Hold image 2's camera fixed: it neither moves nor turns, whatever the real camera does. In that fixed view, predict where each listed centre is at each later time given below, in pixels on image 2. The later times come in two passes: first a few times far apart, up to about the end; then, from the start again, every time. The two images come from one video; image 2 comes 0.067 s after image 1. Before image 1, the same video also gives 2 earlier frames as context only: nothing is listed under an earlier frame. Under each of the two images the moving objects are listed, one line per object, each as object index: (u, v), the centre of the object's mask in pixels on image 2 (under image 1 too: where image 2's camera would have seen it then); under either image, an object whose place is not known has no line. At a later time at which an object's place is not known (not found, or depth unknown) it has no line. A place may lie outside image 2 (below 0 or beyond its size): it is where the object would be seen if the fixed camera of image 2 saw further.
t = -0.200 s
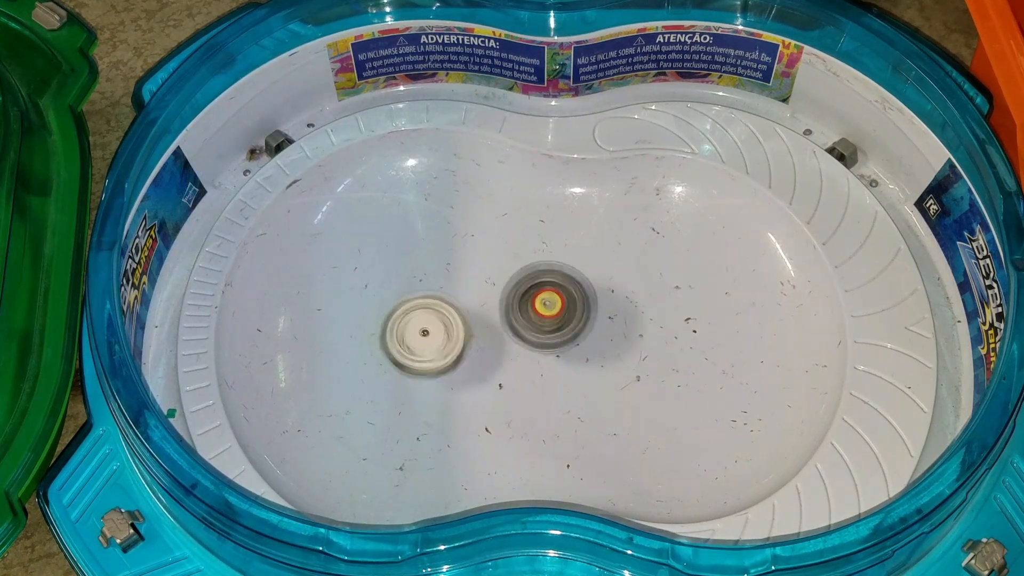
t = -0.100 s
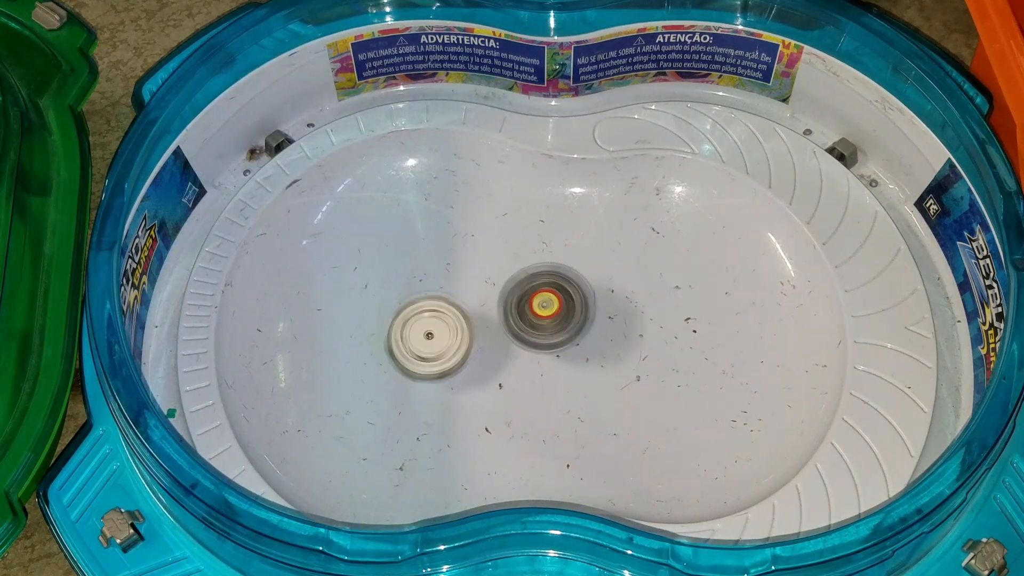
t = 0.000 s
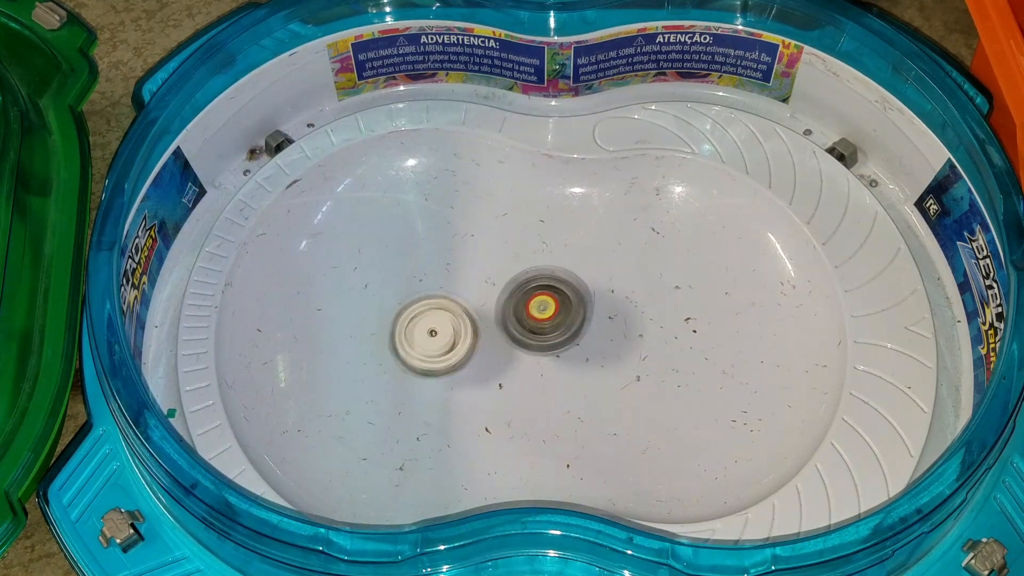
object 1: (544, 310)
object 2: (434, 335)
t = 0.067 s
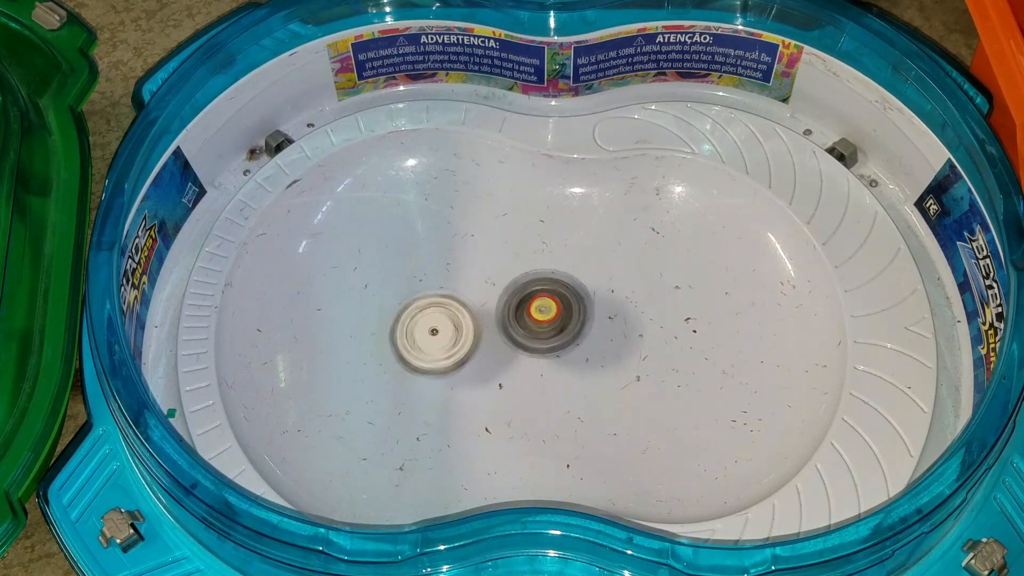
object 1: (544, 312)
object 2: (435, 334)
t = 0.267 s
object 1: (537, 318)
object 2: (432, 334)
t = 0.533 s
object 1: (550, 326)
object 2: (412, 327)
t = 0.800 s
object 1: (573, 339)
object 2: (388, 310)
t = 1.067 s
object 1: (569, 343)
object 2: (408, 304)
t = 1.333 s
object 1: (562, 333)
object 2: (435, 323)
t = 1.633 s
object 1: (567, 327)
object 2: (433, 354)
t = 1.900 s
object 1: (571, 330)
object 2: (410, 362)
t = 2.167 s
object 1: (567, 332)
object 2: (410, 346)
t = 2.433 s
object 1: (563, 325)
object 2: (437, 336)
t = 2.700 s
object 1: (566, 320)
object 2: (460, 346)
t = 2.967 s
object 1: (568, 324)
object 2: (468, 364)
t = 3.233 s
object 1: (560, 326)
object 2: (458, 364)
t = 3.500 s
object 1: (554, 318)
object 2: (451, 342)
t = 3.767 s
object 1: (556, 312)
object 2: (453, 319)
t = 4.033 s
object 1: (564, 327)
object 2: (466, 308)
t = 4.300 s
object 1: (641, 439)
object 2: (424, 283)
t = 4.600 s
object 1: (669, 368)
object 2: (437, 284)
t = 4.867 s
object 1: (644, 299)
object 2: (415, 287)
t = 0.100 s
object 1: (542, 314)
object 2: (435, 333)
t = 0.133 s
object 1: (543, 315)
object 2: (434, 333)
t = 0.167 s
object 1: (542, 315)
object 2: (433, 332)
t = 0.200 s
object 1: (539, 317)
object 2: (433, 333)
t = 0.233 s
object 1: (540, 317)
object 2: (432, 333)
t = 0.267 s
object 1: (537, 318)
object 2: (432, 334)
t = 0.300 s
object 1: (536, 320)
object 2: (430, 335)
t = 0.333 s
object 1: (535, 319)
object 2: (432, 336)
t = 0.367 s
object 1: (531, 320)
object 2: (432, 336)
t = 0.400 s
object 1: (532, 320)
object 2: (433, 336)
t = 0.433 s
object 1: (528, 319)
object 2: (434, 338)
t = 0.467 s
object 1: (527, 320)
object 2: (434, 337)
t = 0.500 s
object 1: (532, 321)
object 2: (429, 333)
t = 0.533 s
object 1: (550, 326)
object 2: (412, 327)
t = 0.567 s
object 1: (565, 331)
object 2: (404, 323)
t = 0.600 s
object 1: (569, 334)
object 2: (399, 322)
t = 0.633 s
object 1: (572, 337)
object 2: (395, 320)
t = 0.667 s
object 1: (570, 337)
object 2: (394, 317)
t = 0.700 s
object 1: (572, 338)
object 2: (391, 316)
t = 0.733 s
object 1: (573, 338)
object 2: (388, 315)
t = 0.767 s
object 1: (573, 340)
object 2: (387, 311)
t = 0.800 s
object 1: (573, 339)
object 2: (388, 310)
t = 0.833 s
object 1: (573, 340)
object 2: (388, 309)
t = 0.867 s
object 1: (574, 340)
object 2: (389, 306)
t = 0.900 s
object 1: (572, 341)
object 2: (393, 306)
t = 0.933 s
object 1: (574, 342)
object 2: (395, 306)
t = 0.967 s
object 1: (572, 342)
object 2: (397, 303)
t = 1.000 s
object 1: (572, 343)
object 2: (403, 303)
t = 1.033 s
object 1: (570, 342)
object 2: (406, 305)
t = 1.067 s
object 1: (569, 343)
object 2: (408, 304)
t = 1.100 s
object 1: (568, 341)
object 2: (414, 305)
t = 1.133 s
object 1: (567, 342)
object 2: (418, 309)
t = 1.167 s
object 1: (566, 340)
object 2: (420, 310)
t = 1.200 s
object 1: (564, 339)
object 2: (425, 312)
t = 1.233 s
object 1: (565, 338)
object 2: (428, 315)
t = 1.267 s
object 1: (563, 336)
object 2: (430, 318)
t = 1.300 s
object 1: (563, 335)
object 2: (433, 319)
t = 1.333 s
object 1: (562, 333)
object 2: (435, 323)
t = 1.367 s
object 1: (564, 333)
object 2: (436, 327)
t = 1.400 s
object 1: (563, 331)
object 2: (438, 329)
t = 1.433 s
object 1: (564, 331)
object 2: (440, 334)
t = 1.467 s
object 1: (564, 329)
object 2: (438, 338)
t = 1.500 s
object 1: (564, 329)
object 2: (438, 340)
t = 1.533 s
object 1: (565, 327)
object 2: (439, 344)
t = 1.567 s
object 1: (566, 328)
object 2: (436, 349)
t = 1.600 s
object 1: (567, 326)
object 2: (434, 351)
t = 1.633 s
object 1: (567, 327)
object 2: (433, 354)
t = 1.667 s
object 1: (569, 326)
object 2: (432, 356)
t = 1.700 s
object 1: (569, 327)
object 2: (428, 358)
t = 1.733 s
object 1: (570, 327)
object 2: (426, 360)
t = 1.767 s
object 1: (570, 328)
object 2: (423, 361)
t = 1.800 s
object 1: (572, 329)
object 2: (418, 362)
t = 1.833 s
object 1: (570, 329)
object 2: (416, 361)
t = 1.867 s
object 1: (571, 330)
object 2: (414, 362)
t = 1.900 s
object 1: (571, 330)
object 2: (410, 362)
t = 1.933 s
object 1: (572, 332)
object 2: (408, 360)
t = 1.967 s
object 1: (570, 331)
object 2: (407, 359)
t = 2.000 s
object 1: (571, 332)
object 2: (406, 359)
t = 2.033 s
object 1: (571, 332)
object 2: (404, 354)
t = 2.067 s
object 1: (570, 334)
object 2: (407, 353)
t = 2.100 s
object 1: (569, 333)
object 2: (407, 352)
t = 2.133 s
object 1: (567, 333)
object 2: (405, 350)
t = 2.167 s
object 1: (567, 332)
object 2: (410, 346)
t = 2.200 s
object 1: (566, 333)
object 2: (413, 345)
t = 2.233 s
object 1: (565, 331)
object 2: (414, 344)
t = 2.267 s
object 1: (563, 330)
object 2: (417, 341)
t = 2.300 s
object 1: (565, 328)
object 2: (422, 340)
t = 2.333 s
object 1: (563, 328)
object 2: (426, 339)
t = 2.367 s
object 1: (563, 327)
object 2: (427, 338)
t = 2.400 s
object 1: (561, 325)
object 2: (432, 336)
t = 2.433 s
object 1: (563, 325)
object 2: (437, 336)
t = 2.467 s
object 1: (561, 324)
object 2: (439, 336)
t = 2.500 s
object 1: (562, 323)
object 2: (443, 335)
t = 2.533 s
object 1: (562, 321)
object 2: (447, 337)
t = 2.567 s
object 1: (564, 322)
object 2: (448, 338)
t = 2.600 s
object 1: (563, 320)
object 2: (452, 338)
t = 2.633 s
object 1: (565, 320)
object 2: (455, 340)
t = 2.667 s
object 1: (565, 319)
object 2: (458, 343)
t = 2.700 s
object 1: (566, 320)
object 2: (460, 346)
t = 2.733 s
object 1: (566, 318)
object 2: (463, 347)
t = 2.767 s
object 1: (567, 319)
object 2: (466, 351)
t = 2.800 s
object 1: (569, 318)
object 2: (465, 354)
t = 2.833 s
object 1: (568, 321)
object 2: (467, 355)
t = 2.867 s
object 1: (567, 320)
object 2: (468, 358)
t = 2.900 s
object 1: (568, 321)
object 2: (468, 362)
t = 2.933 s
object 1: (570, 322)
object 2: (466, 363)
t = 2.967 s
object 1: (568, 324)
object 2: (468, 364)
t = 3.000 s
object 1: (567, 323)
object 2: (468, 366)
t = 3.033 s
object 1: (566, 323)
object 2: (466, 368)
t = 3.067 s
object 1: (567, 324)
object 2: (464, 367)
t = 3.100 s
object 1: (564, 326)
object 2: (465, 367)
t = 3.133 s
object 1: (563, 325)
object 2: (464, 368)
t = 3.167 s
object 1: (561, 325)
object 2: (460, 368)
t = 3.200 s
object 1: (562, 325)
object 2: (459, 364)
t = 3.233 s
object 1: (560, 326)
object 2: (458, 364)
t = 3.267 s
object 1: (560, 325)
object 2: (456, 363)
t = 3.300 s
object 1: (558, 324)
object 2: (453, 359)
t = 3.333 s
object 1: (559, 323)
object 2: (454, 356)
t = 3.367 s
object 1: (557, 323)
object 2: (453, 354)
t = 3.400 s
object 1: (556, 322)
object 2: (450, 352)
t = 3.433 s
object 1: (554, 320)
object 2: (450, 346)
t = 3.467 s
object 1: (556, 319)
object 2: (451, 344)
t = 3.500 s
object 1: (554, 318)
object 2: (451, 342)
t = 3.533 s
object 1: (555, 317)
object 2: (448, 340)
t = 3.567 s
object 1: (554, 316)
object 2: (450, 334)
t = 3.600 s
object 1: (556, 315)
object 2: (450, 332)
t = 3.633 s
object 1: (555, 314)
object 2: (450, 330)
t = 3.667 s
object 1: (557, 314)
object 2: (449, 326)
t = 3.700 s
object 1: (556, 313)
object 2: (452, 322)
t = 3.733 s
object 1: (557, 313)
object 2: (454, 321)
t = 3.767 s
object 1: (556, 312)
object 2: (453, 319)
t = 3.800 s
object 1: (558, 312)
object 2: (453, 316)
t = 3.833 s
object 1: (557, 312)
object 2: (457, 315)
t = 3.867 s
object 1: (558, 313)
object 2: (460, 315)
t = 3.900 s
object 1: (558, 312)
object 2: (460, 315)
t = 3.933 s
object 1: (559, 313)
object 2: (462, 311)
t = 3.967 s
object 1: (559, 314)
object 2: (467, 312)
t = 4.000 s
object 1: (561, 318)
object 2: (470, 313)
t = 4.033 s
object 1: (564, 327)
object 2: (466, 308)
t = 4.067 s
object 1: (580, 350)
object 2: (449, 284)
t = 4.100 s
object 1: (592, 373)
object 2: (435, 265)
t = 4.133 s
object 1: (605, 391)
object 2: (422, 256)
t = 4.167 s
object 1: (616, 410)
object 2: (412, 256)
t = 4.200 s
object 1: (625, 422)
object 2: (407, 262)
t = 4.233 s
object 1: (634, 432)
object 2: (408, 271)
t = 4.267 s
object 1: (638, 438)
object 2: (414, 280)
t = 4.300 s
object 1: (641, 439)
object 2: (424, 283)
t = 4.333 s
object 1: (641, 437)
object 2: (433, 282)
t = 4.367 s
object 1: (637, 431)
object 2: (438, 278)
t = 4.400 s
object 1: (637, 419)
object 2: (438, 274)
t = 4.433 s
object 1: (641, 407)
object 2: (437, 272)
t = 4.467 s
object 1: (649, 394)
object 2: (437, 272)
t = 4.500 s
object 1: (659, 385)
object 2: (437, 272)
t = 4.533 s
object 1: (667, 377)
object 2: (438, 275)
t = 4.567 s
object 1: (670, 373)
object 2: (438, 279)
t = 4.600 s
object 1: (669, 368)
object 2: (437, 284)
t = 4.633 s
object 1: (663, 363)
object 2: (433, 288)
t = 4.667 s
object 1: (660, 355)
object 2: (427, 290)
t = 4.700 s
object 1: (656, 347)
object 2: (421, 290)
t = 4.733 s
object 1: (650, 336)
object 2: (417, 289)
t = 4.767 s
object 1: (649, 327)
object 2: (415, 287)
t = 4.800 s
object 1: (647, 317)
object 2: (414, 286)
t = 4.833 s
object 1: (643, 307)
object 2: (414, 286)
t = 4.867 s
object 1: (644, 299)
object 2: (415, 287)
